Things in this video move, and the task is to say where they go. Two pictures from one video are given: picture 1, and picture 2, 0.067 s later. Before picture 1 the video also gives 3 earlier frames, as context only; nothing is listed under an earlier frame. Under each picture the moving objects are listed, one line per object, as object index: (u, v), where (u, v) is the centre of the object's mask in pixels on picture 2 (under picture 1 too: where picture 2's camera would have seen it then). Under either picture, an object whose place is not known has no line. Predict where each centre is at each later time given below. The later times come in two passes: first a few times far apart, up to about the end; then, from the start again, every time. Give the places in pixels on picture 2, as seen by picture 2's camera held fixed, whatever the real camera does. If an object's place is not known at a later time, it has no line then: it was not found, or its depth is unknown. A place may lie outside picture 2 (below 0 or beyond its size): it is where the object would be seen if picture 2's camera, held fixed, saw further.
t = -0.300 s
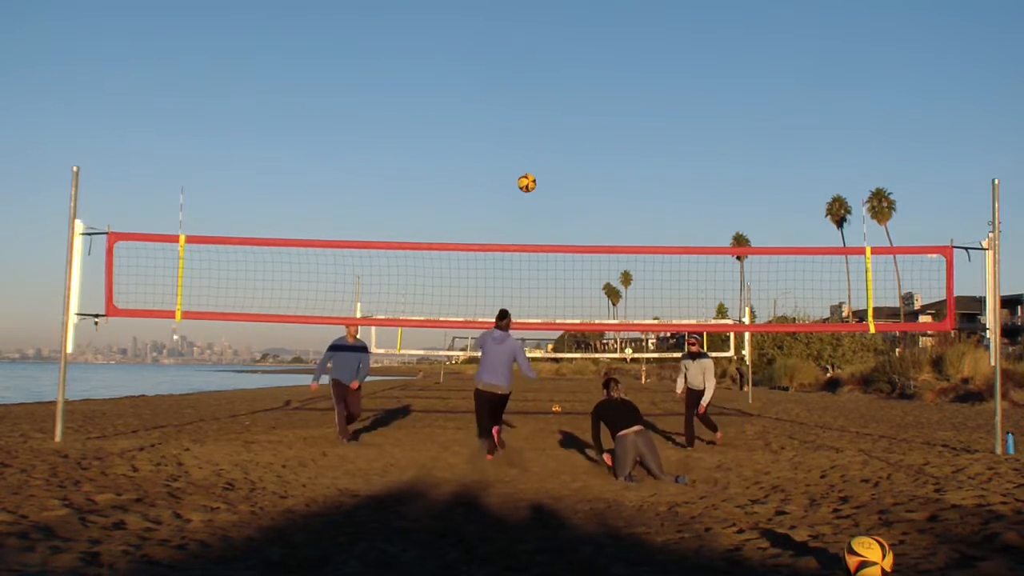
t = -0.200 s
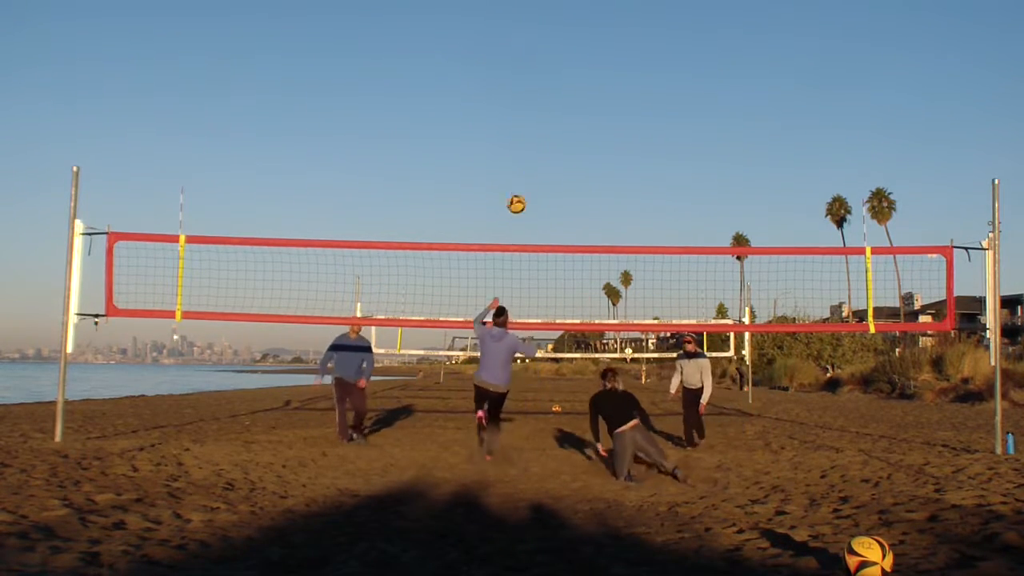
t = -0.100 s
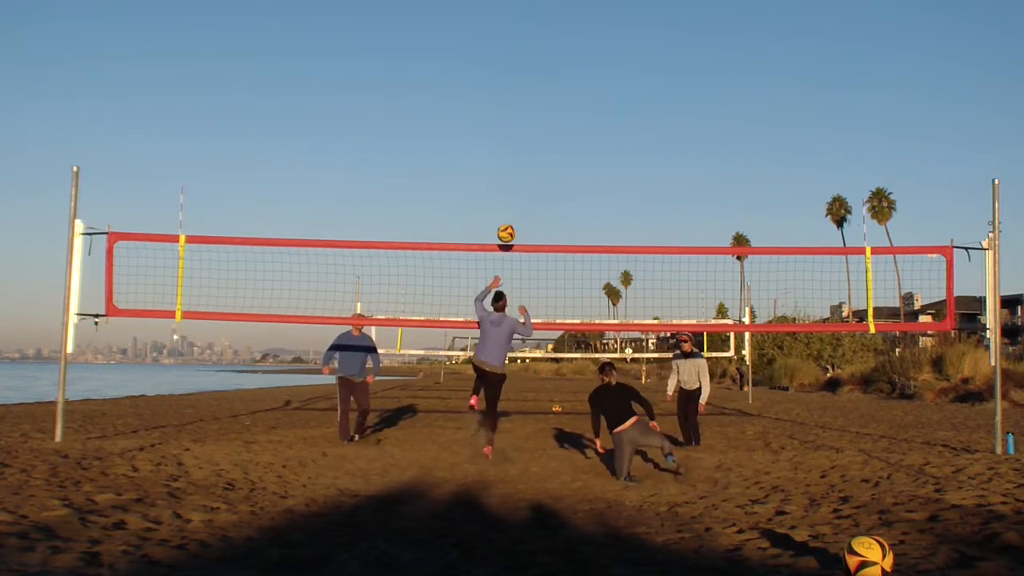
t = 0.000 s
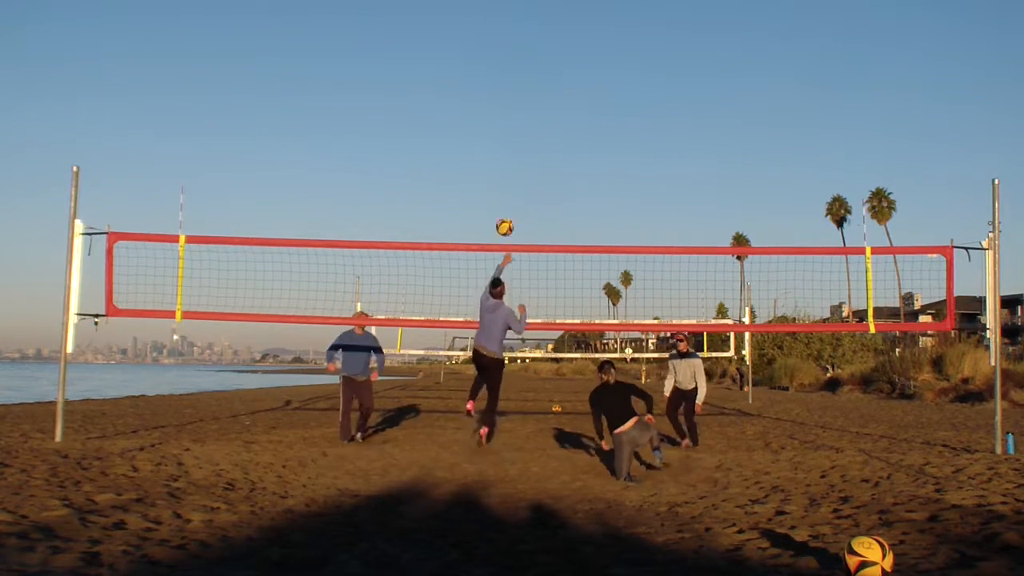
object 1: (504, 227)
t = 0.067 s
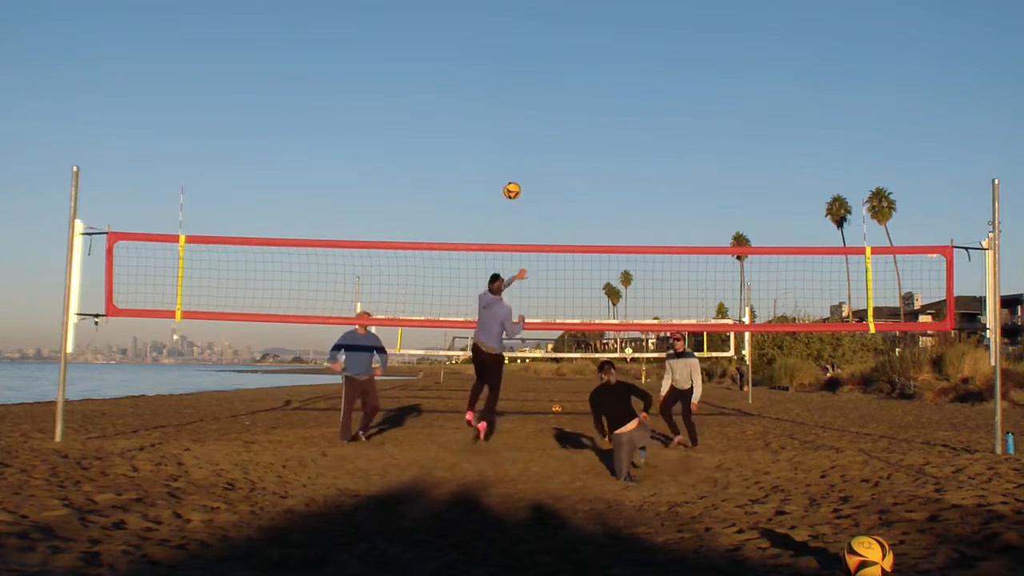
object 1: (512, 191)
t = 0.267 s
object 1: (530, 110)
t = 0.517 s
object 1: (545, 61)
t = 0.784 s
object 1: (555, 62)
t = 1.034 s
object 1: (561, 105)
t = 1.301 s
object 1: (565, 188)
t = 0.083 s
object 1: (514, 182)
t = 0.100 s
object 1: (515, 174)
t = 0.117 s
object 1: (517, 166)
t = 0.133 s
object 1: (518, 159)
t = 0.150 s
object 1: (520, 152)
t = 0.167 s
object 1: (522, 145)
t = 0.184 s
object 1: (523, 138)
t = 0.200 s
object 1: (525, 132)
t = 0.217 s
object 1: (526, 126)
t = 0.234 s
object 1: (528, 120)
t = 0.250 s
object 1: (529, 115)
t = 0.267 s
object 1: (530, 110)
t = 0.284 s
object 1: (531, 105)
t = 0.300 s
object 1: (532, 100)
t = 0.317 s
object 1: (533, 96)
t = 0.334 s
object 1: (534, 92)
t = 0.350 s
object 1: (535, 87)
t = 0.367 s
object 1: (536, 84)
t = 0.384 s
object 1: (538, 80)
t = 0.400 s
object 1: (539, 77)
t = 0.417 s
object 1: (540, 75)
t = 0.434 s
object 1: (541, 71)
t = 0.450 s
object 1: (541, 69)
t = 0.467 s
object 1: (542, 67)
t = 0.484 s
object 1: (543, 65)
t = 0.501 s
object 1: (544, 62)
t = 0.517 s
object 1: (545, 61)
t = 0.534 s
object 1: (545, 59)
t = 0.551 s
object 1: (546, 58)
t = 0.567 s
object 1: (547, 57)
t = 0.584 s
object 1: (548, 56)
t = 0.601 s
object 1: (548, 56)
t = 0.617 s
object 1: (549, 55)
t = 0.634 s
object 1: (550, 55)
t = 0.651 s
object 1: (550, 55)
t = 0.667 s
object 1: (551, 55)
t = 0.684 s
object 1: (551, 55)
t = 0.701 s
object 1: (552, 56)
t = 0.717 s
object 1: (553, 57)
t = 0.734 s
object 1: (553, 58)
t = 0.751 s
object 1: (554, 59)
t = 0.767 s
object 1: (554, 60)
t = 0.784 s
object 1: (555, 62)
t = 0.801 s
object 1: (556, 63)
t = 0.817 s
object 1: (555, 65)
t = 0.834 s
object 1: (556, 67)
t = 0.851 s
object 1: (557, 69)
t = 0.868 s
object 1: (557, 71)
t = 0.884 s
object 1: (557, 74)
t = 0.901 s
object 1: (558, 77)
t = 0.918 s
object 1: (558, 80)
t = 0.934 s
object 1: (559, 83)
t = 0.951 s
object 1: (559, 86)
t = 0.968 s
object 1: (560, 90)
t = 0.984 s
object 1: (560, 93)
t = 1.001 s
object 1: (560, 97)
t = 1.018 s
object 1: (561, 101)
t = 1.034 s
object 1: (561, 105)
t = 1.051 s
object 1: (562, 109)
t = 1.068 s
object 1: (562, 113)
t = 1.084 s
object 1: (562, 117)
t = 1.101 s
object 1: (562, 122)
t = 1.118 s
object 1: (563, 127)
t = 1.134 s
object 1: (563, 132)
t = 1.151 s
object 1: (563, 137)
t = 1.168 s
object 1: (563, 142)
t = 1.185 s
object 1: (564, 147)
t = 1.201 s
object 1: (564, 153)
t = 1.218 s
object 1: (564, 158)
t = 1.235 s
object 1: (564, 164)
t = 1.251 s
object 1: (565, 170)
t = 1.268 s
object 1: (565, 176)
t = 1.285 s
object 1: (565, 182)
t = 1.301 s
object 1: (565, 188)
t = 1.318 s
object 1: (566, 195)
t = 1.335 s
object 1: (566, 201)
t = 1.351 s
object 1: (566, 208)
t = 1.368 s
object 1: (566, 214)
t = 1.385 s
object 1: (567, 221)
